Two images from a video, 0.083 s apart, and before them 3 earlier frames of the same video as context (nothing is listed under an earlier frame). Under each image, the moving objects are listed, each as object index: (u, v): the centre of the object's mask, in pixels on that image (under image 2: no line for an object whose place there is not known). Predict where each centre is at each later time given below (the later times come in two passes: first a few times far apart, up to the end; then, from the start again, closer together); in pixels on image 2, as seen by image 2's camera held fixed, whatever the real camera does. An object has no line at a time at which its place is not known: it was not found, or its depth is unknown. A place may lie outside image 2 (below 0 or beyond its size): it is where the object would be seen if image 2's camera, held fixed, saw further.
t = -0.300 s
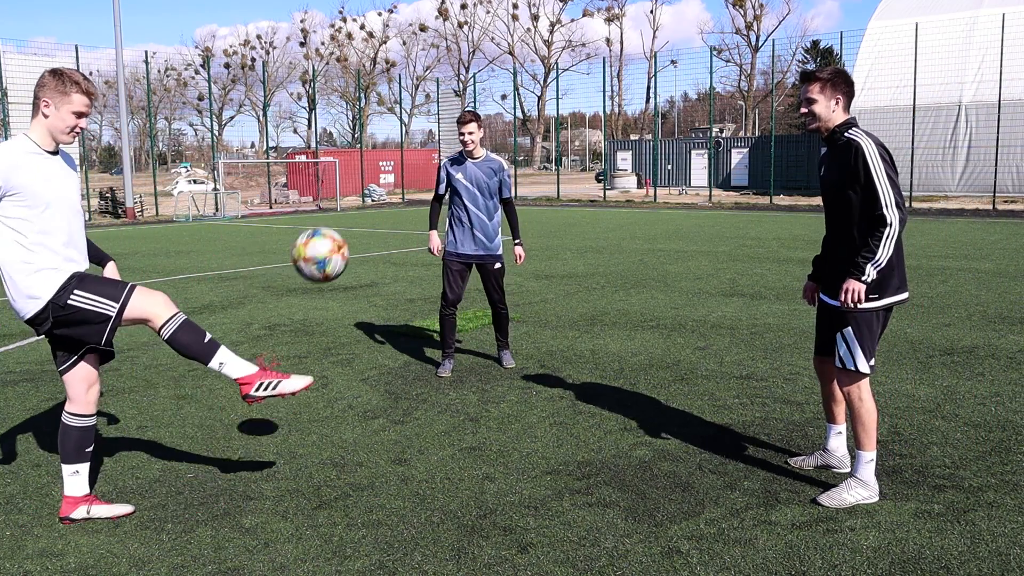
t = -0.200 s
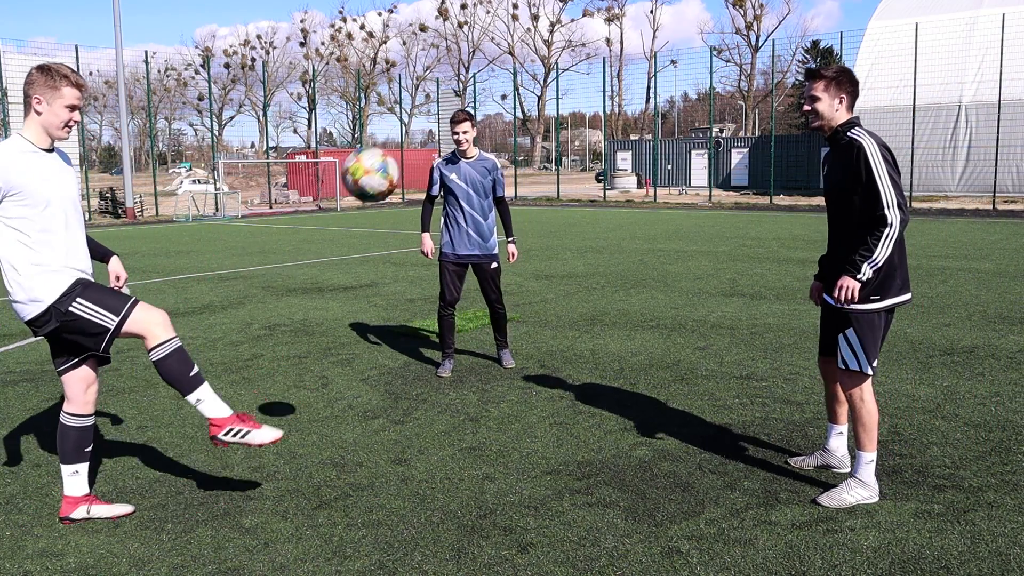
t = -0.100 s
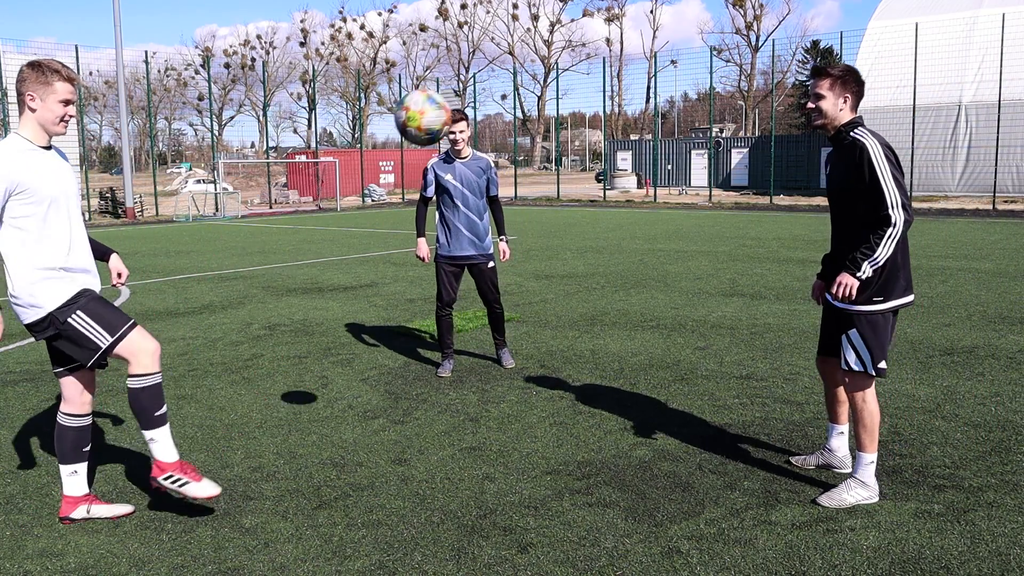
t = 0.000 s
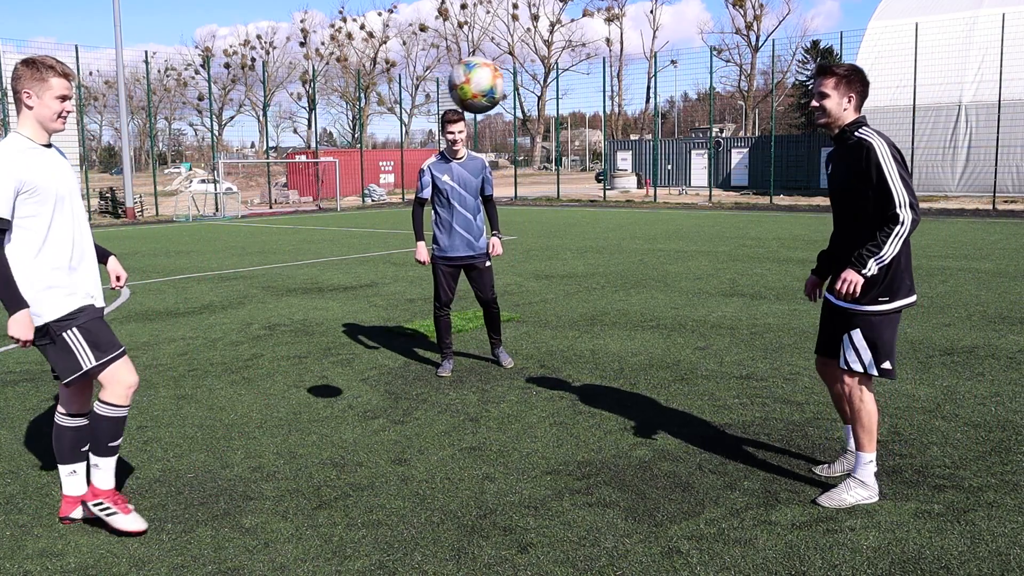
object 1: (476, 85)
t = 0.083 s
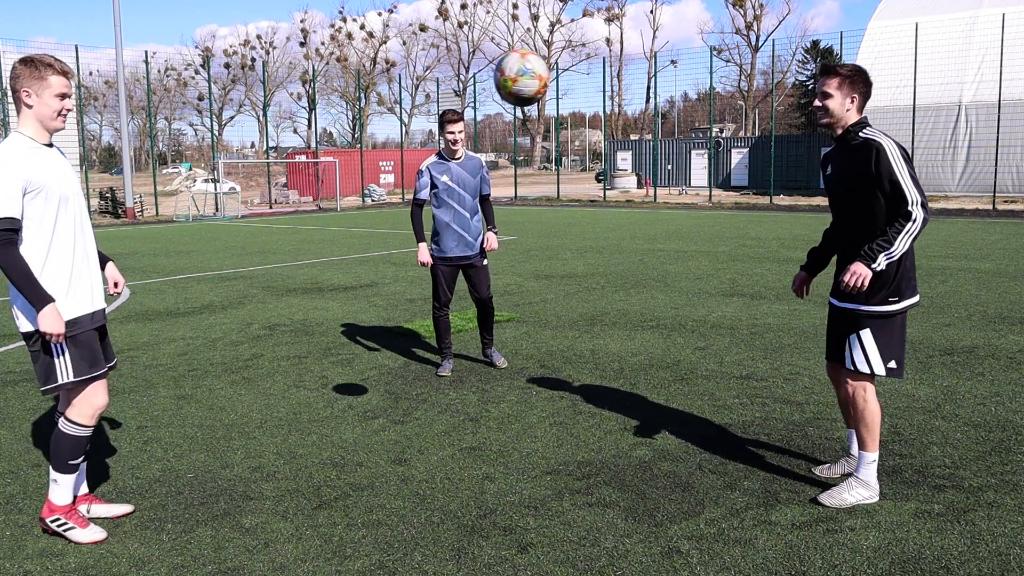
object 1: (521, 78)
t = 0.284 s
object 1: (629, 132)
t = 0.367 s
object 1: (673, 185)
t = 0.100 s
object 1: (531, 79)
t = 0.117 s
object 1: (540, 80)
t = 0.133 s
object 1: (548, 82)
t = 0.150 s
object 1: (558, 85)
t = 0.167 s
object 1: (566, 88)
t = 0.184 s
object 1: (576, 92)
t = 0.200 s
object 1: (584, 98)
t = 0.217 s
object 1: (594, 103)
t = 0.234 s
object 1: (603, 110)
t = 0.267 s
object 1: (621, 124)
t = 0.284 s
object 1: (629, 132)
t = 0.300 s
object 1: (638, 141)
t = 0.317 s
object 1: (647, 151)
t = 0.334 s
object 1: (656, 162)
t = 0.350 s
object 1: (664, 173)
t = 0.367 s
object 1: (673, 185)
